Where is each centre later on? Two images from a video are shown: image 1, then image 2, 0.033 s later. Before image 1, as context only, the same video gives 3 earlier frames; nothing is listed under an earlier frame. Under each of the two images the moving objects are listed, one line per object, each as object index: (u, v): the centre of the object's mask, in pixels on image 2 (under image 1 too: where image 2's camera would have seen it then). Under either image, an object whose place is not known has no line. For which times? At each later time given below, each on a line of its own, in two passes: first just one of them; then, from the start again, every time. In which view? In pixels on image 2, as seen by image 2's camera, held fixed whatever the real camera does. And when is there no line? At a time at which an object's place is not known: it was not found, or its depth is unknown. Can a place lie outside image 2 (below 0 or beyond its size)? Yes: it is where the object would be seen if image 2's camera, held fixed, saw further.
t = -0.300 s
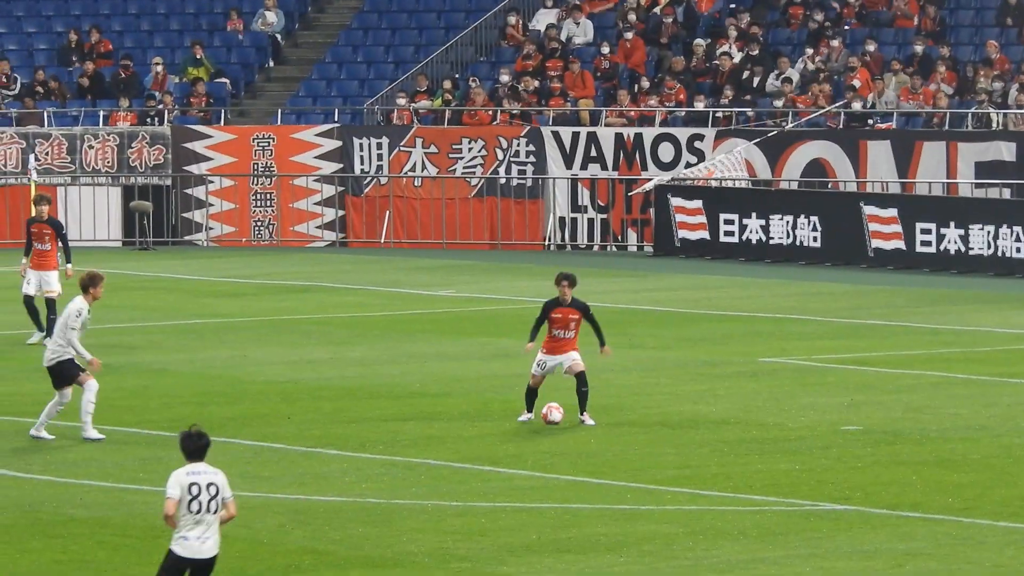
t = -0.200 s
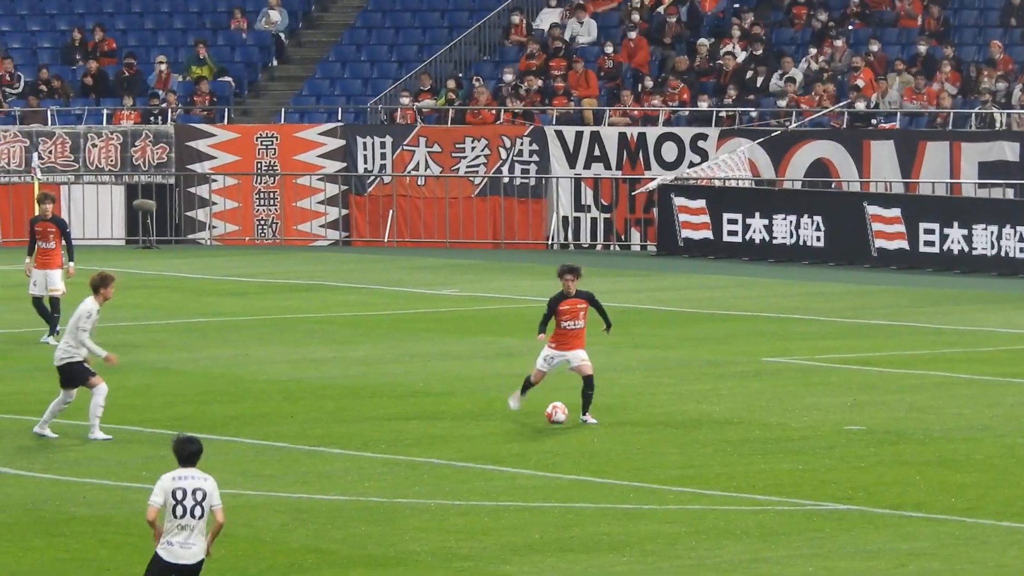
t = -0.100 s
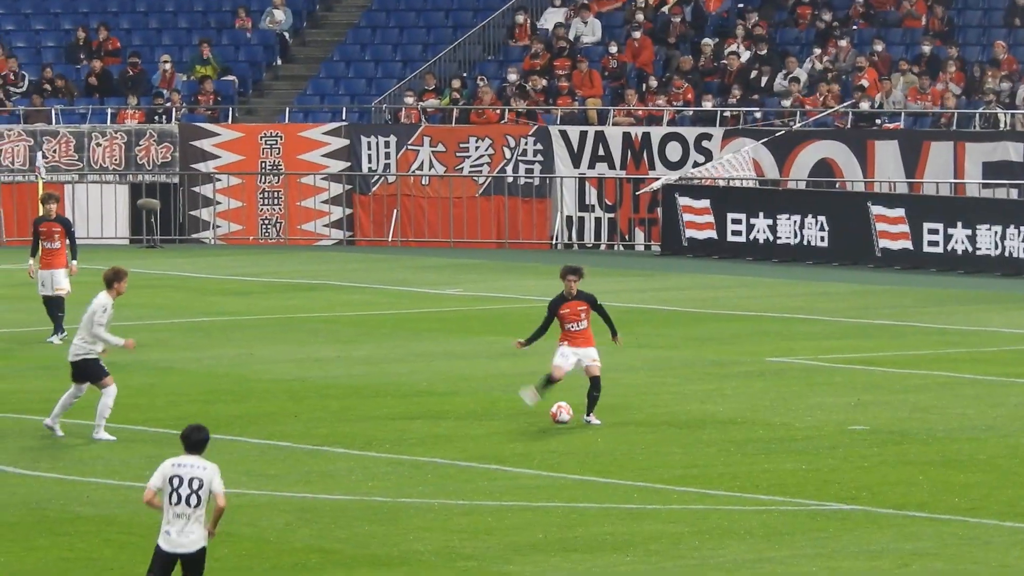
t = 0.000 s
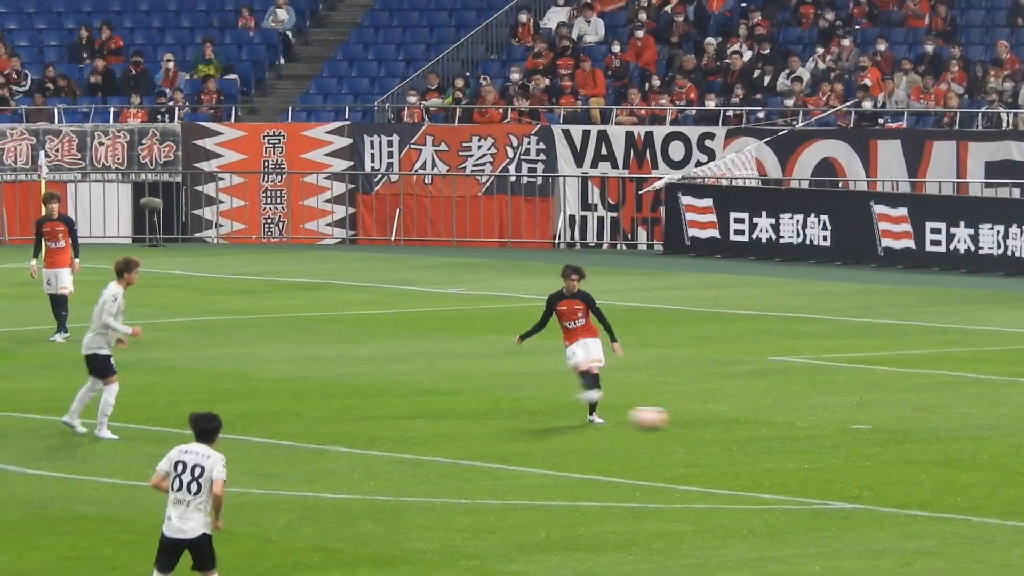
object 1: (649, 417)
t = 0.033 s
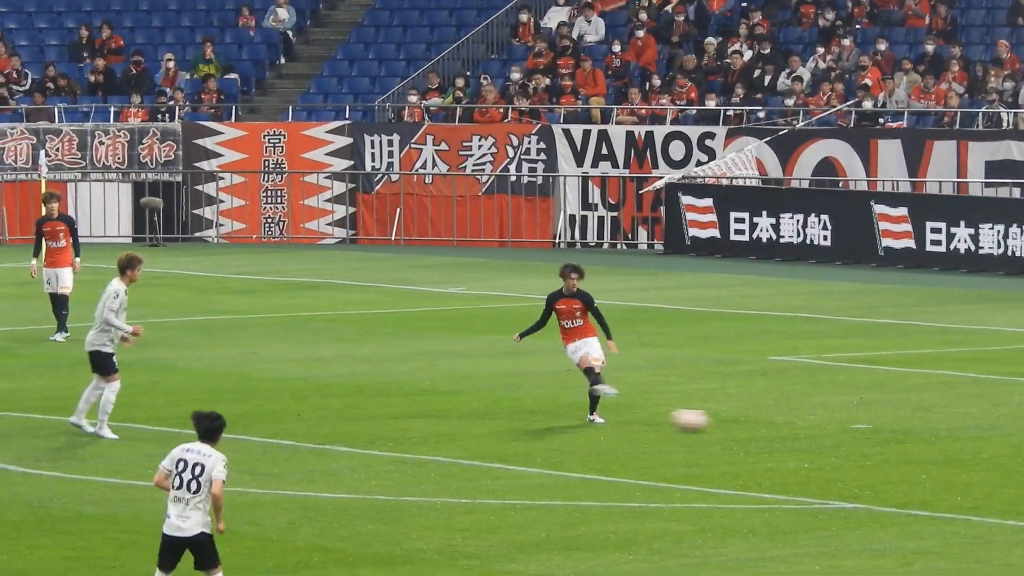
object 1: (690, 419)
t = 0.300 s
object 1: (1009, 448)
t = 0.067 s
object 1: (732, 423)
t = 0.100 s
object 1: (773, 427)
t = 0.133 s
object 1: (815, 430)
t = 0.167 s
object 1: (856, 433)
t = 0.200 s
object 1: (897, 437)
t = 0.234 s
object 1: (937, 441)
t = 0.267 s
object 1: (976, 445)
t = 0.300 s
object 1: (1009, 448)
